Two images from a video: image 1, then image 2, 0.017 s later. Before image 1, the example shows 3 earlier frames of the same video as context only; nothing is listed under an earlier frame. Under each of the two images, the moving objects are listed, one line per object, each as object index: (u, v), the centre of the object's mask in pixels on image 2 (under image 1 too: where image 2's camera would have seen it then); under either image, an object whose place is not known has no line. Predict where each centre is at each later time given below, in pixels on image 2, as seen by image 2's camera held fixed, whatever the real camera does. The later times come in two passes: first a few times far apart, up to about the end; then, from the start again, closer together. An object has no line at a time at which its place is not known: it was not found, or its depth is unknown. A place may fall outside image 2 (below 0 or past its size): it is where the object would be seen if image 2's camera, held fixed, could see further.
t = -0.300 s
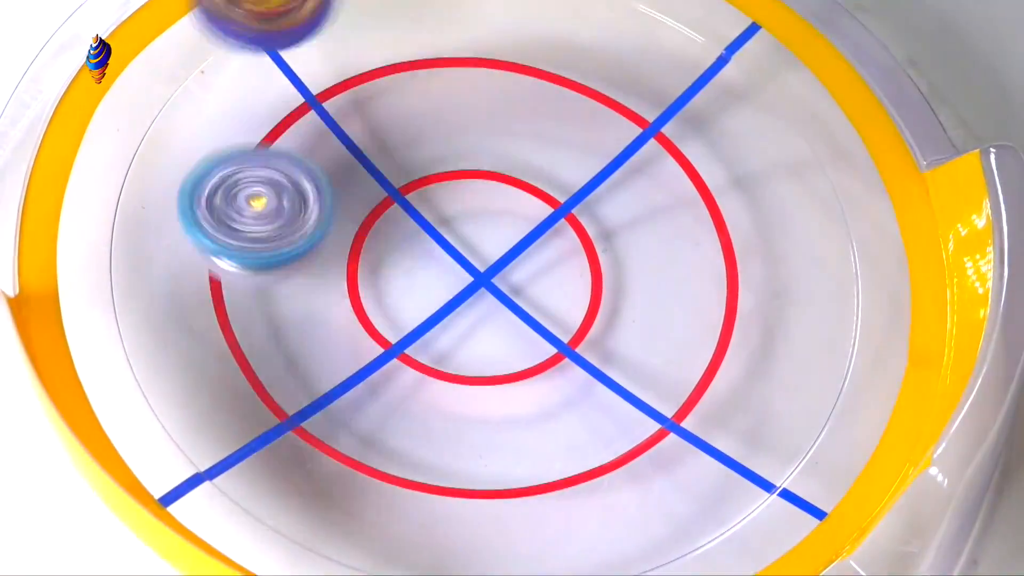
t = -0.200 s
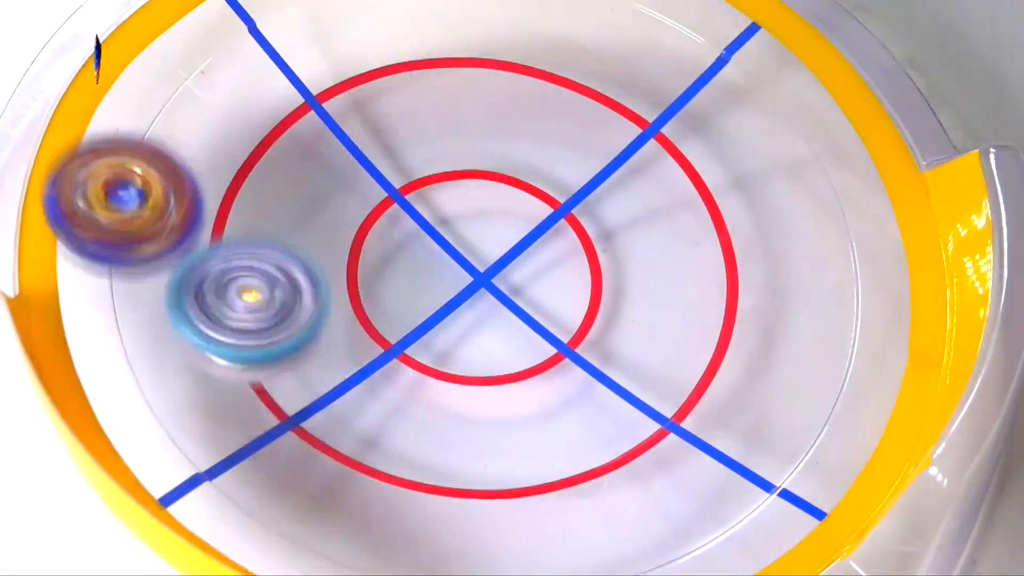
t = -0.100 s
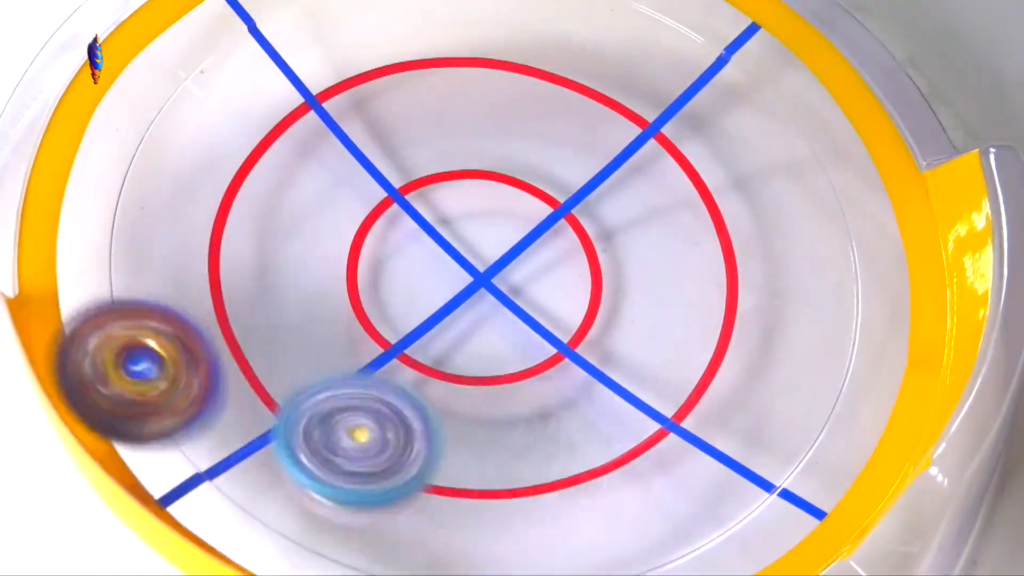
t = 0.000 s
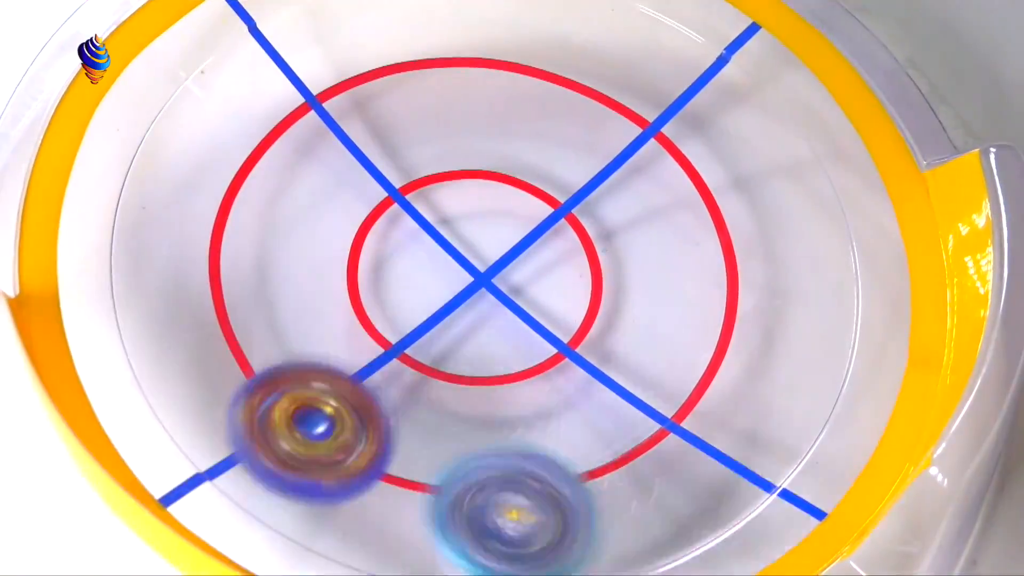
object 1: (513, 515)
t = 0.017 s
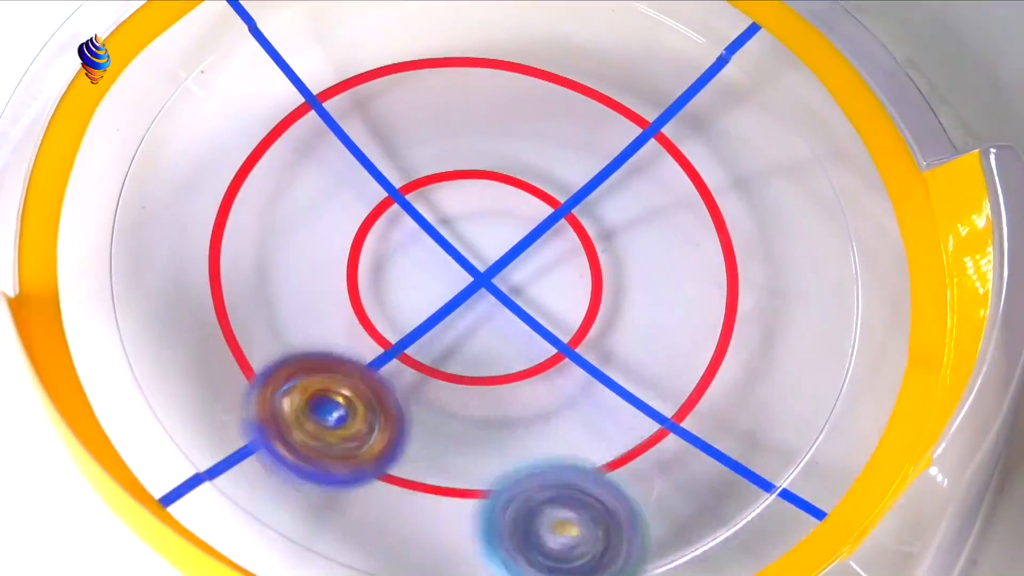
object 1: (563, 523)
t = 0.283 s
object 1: (636, 292)
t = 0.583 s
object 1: (329, 63)
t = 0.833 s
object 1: (172, 184)
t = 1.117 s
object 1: (365, 288)
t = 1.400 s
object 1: (470, 171)
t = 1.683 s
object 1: (290, 103)
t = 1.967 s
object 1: (399, 181)
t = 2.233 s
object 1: (534, 188)
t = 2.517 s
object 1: (475, 41)
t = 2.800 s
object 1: (449, 145)
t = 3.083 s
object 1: (629, 192)
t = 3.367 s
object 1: (750, 52)
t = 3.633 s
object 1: (604, 157)
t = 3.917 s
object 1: (484, 311)
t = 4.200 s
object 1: (493, 371)
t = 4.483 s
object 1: (462, 326)
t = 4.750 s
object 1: (407, 258)
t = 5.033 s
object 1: (383, 187)
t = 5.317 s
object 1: (407, 141)
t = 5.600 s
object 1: (481, 127)
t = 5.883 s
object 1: (556, 154)
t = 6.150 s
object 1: (609, 199)
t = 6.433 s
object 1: (610, 261)
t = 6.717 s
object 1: (551, 307)
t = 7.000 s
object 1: (419, 552)
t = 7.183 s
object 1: (523, 502)
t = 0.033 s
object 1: (605, 524)
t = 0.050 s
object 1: (648, 519)
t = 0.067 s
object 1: (693, 517)
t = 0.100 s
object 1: (771, 508)
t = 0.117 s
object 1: (801, 500)
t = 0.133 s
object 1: (793, 471)
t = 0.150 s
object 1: (780, 444)
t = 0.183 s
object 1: (747, 403)
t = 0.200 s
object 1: (728, 389)
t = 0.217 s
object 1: (709, 380)
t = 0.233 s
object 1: (690, 359)
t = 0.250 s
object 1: (675, 335)
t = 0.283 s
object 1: (636, 292)
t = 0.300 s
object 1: (621, 270)
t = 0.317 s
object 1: (603, 249)
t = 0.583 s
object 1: (329, 63)
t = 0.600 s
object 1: (307, 68)
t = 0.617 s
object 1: (289, 71)
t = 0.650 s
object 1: (256, 83)
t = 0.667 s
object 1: (242, 91)
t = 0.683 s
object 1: (229, 99)
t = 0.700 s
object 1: (216, 107)
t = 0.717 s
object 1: (206, 116)
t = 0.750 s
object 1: (188, 135)
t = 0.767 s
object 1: (182, 144)
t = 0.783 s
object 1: (177, 154)
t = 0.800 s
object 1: (173, 164)
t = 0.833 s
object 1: (172, 184)
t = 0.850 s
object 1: (174, 193)
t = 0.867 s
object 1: (177, 203)
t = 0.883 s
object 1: (183, 212)
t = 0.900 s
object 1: (190, 220)
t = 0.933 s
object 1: (207, 236)
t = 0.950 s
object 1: (217, 243)
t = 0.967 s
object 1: (228, 252)
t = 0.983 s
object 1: (240, 258)
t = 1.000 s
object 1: (253, 266)
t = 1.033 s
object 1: (281, 276)
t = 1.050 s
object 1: (297, 279)
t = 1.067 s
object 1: (313, 282)
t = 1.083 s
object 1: (330, 285)
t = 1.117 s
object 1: (365, 288)
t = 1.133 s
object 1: (383, 288)
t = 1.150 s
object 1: (401, 288)
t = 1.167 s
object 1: (418, 287)
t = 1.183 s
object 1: (436, 281)
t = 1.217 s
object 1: (468, 271)
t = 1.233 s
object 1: (483, 266)
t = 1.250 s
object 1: (497, 259)
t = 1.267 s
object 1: (511, 251)
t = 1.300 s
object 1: (533, 239)
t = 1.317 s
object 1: (545, 227)
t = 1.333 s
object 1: (555, 219)
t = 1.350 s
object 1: (558, 208)
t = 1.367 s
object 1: (531, 194)
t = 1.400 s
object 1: (470, 171)
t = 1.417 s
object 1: (444, 161)
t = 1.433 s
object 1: (423, 149)
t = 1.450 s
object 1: (401, 137)
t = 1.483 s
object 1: (359, 115)
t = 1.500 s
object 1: (343, 108)
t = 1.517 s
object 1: (330, 101)
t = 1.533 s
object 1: (319, 96)
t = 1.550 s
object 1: (311, 93)
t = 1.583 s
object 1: (299, 91)
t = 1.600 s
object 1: (296, 91)
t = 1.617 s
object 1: (293, 93)
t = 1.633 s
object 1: (291, 94)
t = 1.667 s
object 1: (290, 99)
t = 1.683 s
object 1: (290, 103)
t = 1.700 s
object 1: (291, 106)
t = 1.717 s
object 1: (292, 111)
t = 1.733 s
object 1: (294, 114)
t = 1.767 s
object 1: (300, 123)
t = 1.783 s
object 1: (304, 128)
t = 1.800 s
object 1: (309, 134)
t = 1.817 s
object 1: (316, 139)
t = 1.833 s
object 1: (323, 145)
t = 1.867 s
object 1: (341, 156)
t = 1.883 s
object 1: (351, 162)
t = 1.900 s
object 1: (360, 166)
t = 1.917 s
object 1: (370, 170)
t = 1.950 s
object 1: (390, 180)
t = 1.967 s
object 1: (399, 181)
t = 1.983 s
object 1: (408, 183)
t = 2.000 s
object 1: (418, 186)
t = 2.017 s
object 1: (426, 188)
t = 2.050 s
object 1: (446, 193)
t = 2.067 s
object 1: (455, 195)
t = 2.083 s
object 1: (467, 197)
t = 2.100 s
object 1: (475, 197)
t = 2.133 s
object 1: (493, 198)
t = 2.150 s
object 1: (501, 198)
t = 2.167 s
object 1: (509, 194)
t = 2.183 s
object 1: (515, 192)
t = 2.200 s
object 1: (522, 191)
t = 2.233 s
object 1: (534, 188)
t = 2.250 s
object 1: (541, 185)
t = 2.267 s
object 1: (548, 182)
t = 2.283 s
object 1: (554, 175)
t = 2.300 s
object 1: (547, 153)
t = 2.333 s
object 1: (535, 116)
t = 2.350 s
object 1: (529, 96)
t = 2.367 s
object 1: (524, 80)
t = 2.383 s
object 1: (519, 65)
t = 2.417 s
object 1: (509, 50)
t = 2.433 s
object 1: (503, 46)
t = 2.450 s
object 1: (498, 44)
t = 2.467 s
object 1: (493, 43)
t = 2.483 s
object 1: (488, 42)
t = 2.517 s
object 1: (475, 41)
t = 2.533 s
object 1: (468, 42)
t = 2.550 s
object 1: (460, 43)
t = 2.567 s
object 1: (452, 45)
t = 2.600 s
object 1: (442, 52)
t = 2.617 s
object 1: (438, 55)
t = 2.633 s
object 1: (436, 59)
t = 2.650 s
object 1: (435, 64)
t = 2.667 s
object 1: (433, 70)
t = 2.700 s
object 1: (434, 87)
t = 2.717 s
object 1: (435, 97)
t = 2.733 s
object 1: (438, 108)
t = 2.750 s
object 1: (442, 118)
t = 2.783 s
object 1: (446, 136)
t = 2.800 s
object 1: (449, 145)
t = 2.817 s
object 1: (451, 155)
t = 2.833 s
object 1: (455, 164)
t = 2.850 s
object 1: (459, 173)
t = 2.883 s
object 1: (471, 192)
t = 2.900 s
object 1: (476, 200)
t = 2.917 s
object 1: (483, 207)
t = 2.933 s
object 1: (489, 214)
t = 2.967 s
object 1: (504, 228)
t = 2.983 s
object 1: (514, 235)
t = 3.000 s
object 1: (524, 240)
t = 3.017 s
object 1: (534, 245)
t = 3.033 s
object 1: (544, 250)
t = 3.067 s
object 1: (600, 215)
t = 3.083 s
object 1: (629, 192)
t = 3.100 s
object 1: (655, 170)
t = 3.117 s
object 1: (681, 152)
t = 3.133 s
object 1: (705, 131)
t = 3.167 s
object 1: (738, 96)
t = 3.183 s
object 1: (753, 83)
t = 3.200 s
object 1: (766, 71)
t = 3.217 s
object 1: (777, 62)
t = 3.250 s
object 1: (774, 54)
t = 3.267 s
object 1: (772, 53)
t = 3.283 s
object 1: (771, 51)
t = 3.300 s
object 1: (769, 50)
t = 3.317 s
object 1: (765, 49)
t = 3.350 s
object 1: (754, 50)
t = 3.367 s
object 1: (750, 52)
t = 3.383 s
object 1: (742, 55)
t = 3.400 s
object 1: (733, 56)
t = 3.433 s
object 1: (714, 60)
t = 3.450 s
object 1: (707, 66)
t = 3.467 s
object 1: (700, 71)
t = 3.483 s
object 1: (692, 76)
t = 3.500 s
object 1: (683, 82)
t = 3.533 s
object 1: (665, 99)
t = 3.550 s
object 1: (657, 108)
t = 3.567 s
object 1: (648, 115)
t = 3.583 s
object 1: (636, 124)
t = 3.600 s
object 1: (624, 134)
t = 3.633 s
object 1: (604, 157)
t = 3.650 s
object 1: (594, 165)
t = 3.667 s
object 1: (583, 175)
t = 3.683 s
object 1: (572, 187)
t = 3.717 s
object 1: (557, 207)
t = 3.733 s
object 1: (547, 217)
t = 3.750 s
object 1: (537, 226)
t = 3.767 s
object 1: (529, 237)
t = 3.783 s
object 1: (522, 247)
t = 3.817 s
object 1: (512, 263)
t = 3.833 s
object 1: (504, 271)
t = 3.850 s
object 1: (497, 280)
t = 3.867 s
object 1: (494, 288)
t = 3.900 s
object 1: (489, 301)
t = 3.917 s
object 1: (484, 311)
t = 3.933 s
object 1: (482, 318)
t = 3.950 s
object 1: (484, 323)
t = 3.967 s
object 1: (485, 329)
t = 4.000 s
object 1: (483, 340)
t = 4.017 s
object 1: (484, 345)
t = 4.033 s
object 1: (486, 349)
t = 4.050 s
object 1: (487, 352)
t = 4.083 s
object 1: (486, 361)
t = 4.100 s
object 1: (488, 364)
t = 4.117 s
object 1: (491, 366)
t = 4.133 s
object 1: (491, 367)
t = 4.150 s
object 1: (490, 370)
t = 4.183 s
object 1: (493, 371)
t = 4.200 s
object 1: (493, 371)
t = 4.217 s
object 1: (491, 371)
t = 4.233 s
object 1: (492, 371)
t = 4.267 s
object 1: (493, 368)
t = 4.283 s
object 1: (489, 366)
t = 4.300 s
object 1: (487, 364)
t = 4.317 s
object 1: (488, 361)
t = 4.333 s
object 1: (487, 359)
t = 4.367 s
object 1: (481, 352)
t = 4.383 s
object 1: (481, 350)
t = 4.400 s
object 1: (479, 346)
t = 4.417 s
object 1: (475, 342)
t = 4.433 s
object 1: (471, 338)
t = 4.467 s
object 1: (467, 331)
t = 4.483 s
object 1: (462, 326)
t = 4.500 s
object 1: (458, 323)
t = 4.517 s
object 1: (456, 319)
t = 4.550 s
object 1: (448, 308)
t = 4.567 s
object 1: (444, 305)
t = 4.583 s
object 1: (442, 302)
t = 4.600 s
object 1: (439, 296)
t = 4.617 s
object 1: (434, 291)
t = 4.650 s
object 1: (429, 284)
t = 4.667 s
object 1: (426, 279)
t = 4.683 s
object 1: (419, 274)
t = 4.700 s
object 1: (416, 270)
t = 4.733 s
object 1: (412, 262)
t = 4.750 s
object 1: (407, 258)
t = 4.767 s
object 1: (404, 253)
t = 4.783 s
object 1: (403, 249)
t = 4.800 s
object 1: (401, 245)
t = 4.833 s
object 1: (393, 236)
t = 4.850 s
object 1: (393, 232)
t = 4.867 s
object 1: (391, 227)
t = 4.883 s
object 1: (387, 223)
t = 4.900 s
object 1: (387, 219)
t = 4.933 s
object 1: (385, 210)
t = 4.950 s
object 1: (383, 205)
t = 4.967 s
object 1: (383, 203)
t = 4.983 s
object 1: (383, 198)
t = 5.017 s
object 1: (381, 190)
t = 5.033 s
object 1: (383, 187)
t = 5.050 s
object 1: (383, 182)
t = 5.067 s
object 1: (383, 178)
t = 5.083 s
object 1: (383, 175)
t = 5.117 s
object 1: (386, 167)
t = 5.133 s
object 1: (386, 167)
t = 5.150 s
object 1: (386, 167)
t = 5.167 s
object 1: (386, 164)
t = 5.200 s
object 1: (391, 159)
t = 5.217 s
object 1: (391, 154)
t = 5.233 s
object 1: (393, 152)
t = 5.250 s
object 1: (396, 151)
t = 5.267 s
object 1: (398, 147)
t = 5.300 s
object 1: (403, 143)
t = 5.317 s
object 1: (407, 141)
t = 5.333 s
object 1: (409, 138)
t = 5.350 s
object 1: (412, 135)
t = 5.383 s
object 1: (422, 133)
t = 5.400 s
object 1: (423, 131)
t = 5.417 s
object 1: (427, 132)
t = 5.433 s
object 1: (434, 132)
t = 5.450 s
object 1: (439, 127)
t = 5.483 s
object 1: (449, 127)
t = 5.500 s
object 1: (455, 126)
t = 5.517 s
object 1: (458, 125)
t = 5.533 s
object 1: (461, 126)
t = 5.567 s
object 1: (473, 125)
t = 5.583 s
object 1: (476, 124)
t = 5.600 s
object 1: (481, 127)
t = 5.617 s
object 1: (488, 126)
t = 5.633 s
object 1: (491, 125)
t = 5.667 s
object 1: (500, 130)
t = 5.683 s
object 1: (507, 129)
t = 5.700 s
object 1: (508, 130)
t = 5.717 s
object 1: (513, 133)
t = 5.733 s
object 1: (520, 134)
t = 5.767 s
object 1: (527, 138)
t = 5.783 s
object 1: (534, 142)
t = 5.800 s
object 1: (539, 141)
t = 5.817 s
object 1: (540, 143)
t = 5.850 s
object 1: (551, 149)
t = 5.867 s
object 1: (554, 149)
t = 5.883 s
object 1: (556, 154)
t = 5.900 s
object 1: (562, 158)
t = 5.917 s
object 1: (567, 158)
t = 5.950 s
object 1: (572, 166)
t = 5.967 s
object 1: (578, 167)
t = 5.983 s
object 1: (580, 169)
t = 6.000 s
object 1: (582, 174)
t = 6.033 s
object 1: (590, 178)
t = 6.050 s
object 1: (591, 181)
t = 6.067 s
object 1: (595, 186)
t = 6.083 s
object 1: (600, 188)
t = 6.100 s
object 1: (601, 190)
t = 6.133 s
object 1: (608, 198)
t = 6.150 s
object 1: (609, 199)
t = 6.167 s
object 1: (610, 205)
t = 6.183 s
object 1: (614, 209)
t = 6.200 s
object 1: (616, 210)
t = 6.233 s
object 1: (617, 220)
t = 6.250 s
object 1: (619, 222)
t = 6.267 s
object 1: (619, 225)
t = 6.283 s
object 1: (618, 230)
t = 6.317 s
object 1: (620, 235)
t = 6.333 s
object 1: (617, 241)
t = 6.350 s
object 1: (619, 244)
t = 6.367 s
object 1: (618, 246)
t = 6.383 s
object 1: (615, 250)
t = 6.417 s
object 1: (614, 257)
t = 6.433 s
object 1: (610, 261)
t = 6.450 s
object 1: (608, 265)
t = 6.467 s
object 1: (608, 268)
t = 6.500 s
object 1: (599, 276)
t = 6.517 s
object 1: (599, 279)
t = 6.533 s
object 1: (595, 281)
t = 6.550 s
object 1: (591, 285)
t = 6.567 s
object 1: (589, 288)
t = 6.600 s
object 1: (581, 293)
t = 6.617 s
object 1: (578, 296)
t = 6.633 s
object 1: (576, 298)
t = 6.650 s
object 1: (569, 299)
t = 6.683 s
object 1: (563, 303)
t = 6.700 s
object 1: (556, 304)
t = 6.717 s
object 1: (551, 307)
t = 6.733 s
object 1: (549, 308)
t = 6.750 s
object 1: (542, 309)
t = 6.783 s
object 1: (533, 312)
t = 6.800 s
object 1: (528, 312)
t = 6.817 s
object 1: (521, 313)
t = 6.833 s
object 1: (502, 332)
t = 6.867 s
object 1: (468, 402)
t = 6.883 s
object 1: (447, 444)
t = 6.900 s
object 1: (428, 484)
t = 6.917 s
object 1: (412, 509)
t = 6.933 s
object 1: (394, 527)
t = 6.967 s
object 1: (391, 544)
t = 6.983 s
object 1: (405, 547)
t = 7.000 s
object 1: (419, 552)
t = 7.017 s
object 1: (434, 557)
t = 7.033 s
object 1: (443, 553)
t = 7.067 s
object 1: (464, 549)
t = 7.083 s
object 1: (474, 545)
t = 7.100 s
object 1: (480, 540)
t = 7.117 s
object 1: (491, 536)
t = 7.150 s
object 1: (507, 524)
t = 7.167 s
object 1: (512, 513)
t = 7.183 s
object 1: (523, 502)
